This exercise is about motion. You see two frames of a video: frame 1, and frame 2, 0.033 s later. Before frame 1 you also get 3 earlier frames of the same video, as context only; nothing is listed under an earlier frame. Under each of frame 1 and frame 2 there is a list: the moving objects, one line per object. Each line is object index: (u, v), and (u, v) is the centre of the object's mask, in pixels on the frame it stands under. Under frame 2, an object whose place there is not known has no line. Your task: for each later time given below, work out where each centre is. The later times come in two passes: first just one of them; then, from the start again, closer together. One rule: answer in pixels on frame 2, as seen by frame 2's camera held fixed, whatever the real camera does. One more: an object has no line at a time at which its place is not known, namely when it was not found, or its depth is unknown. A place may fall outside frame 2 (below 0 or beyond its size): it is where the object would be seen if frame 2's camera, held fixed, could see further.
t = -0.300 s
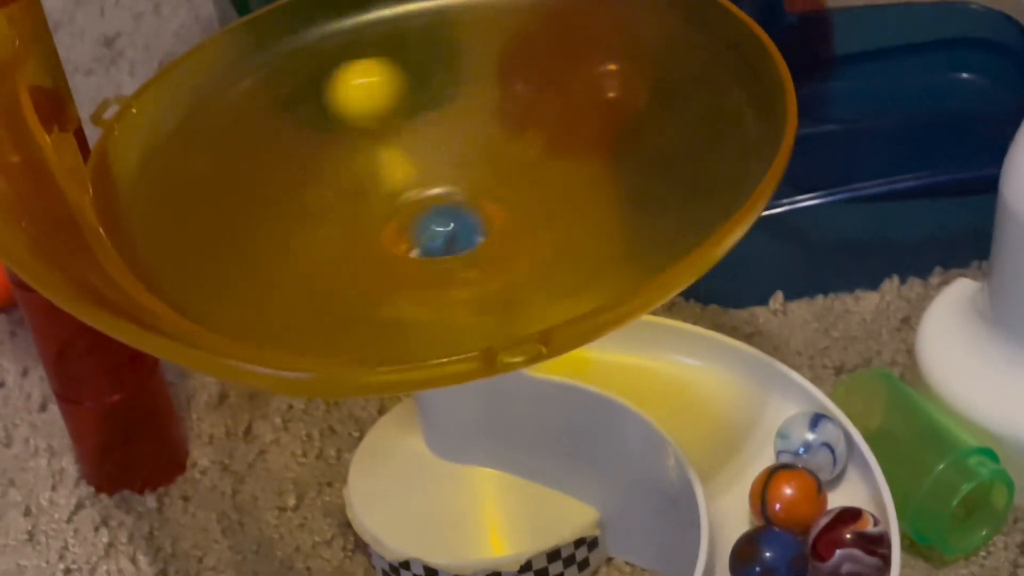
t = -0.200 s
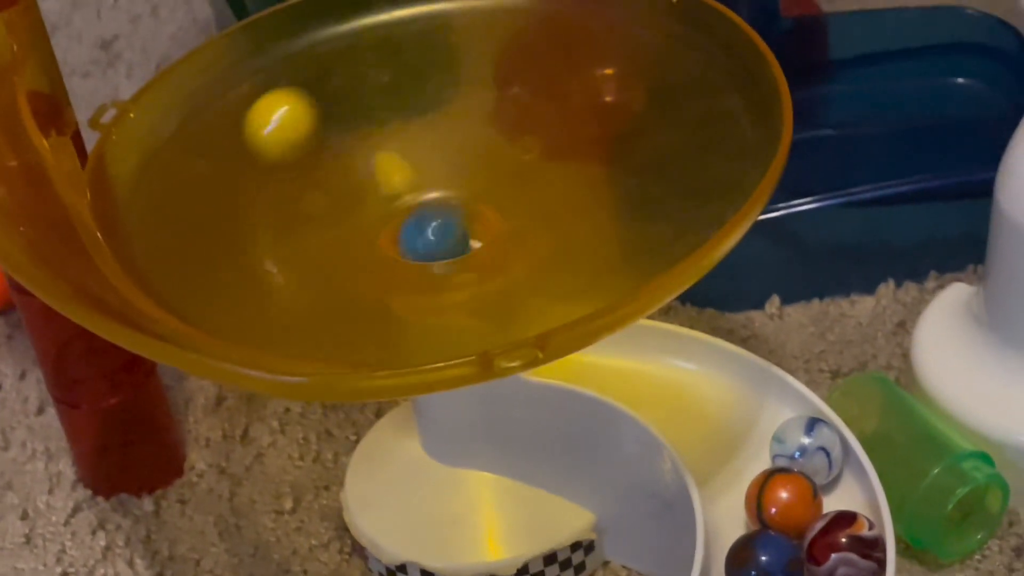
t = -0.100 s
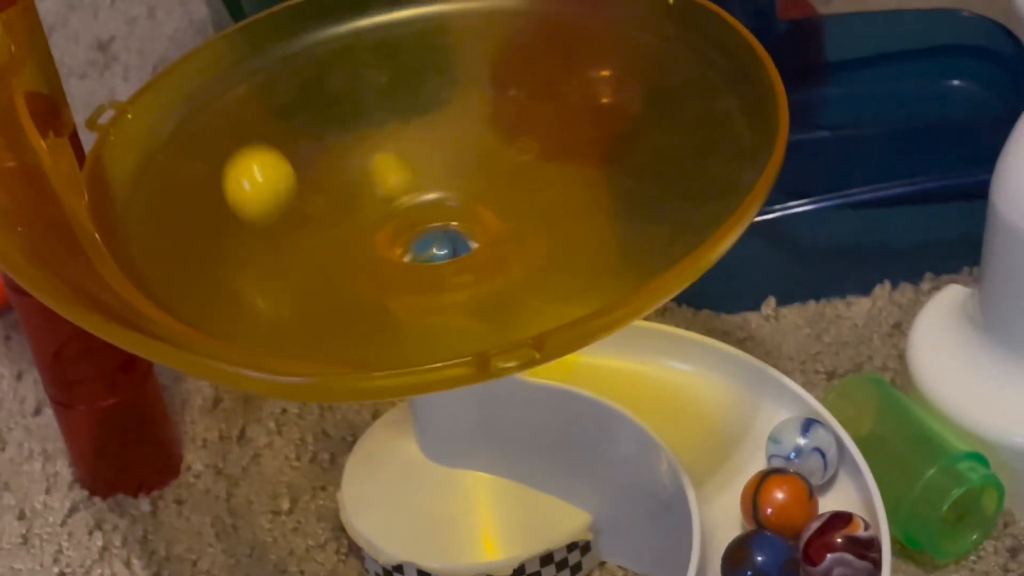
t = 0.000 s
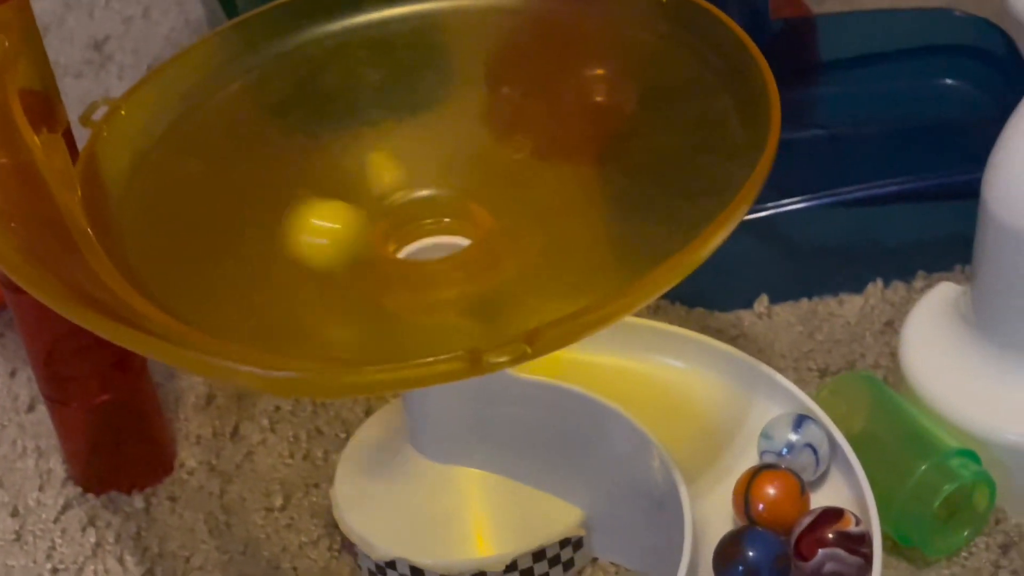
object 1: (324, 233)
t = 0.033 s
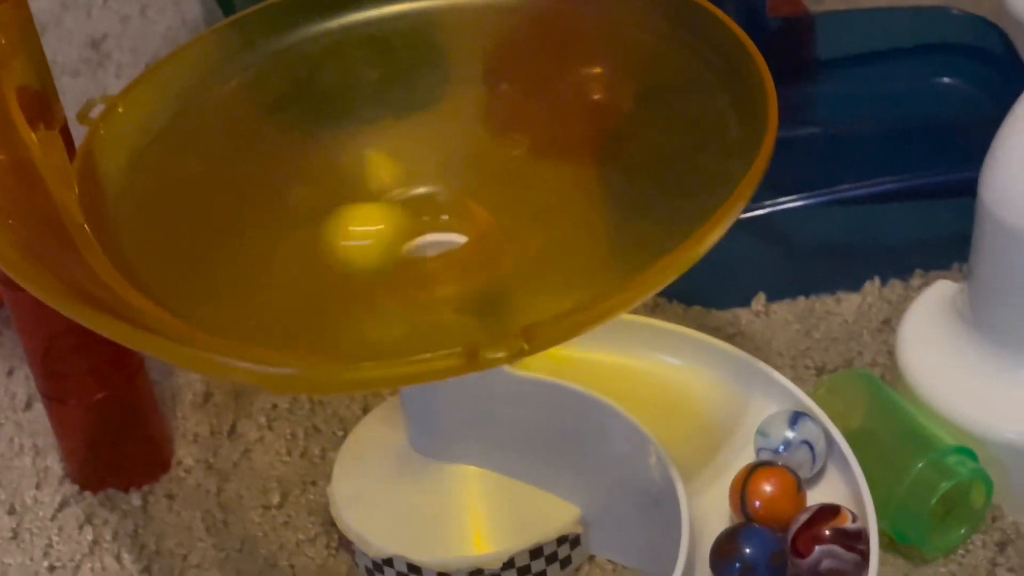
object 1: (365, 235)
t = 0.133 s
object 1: (503, 206)
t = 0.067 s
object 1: (416, 233)
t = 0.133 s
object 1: (503, 206)
